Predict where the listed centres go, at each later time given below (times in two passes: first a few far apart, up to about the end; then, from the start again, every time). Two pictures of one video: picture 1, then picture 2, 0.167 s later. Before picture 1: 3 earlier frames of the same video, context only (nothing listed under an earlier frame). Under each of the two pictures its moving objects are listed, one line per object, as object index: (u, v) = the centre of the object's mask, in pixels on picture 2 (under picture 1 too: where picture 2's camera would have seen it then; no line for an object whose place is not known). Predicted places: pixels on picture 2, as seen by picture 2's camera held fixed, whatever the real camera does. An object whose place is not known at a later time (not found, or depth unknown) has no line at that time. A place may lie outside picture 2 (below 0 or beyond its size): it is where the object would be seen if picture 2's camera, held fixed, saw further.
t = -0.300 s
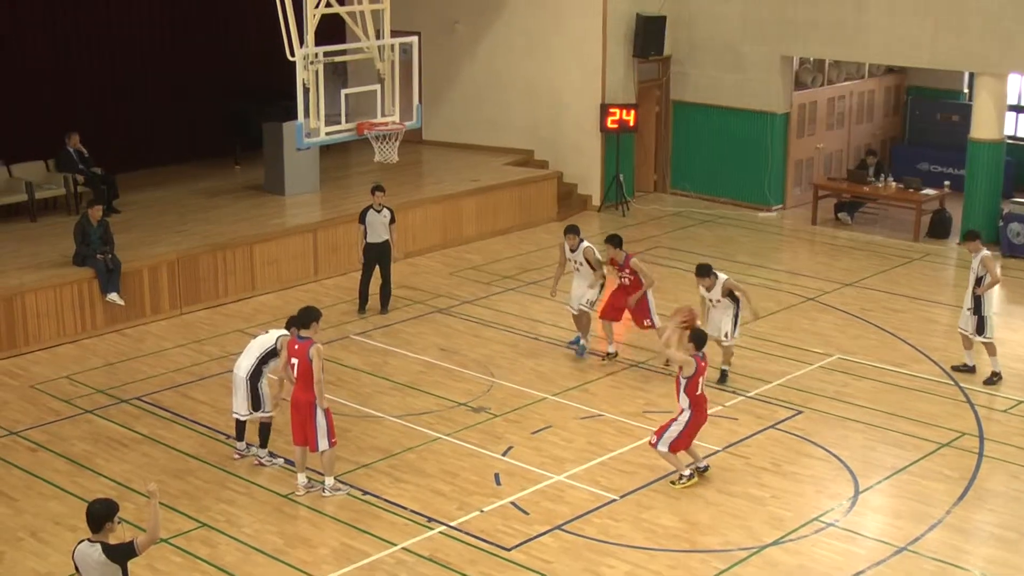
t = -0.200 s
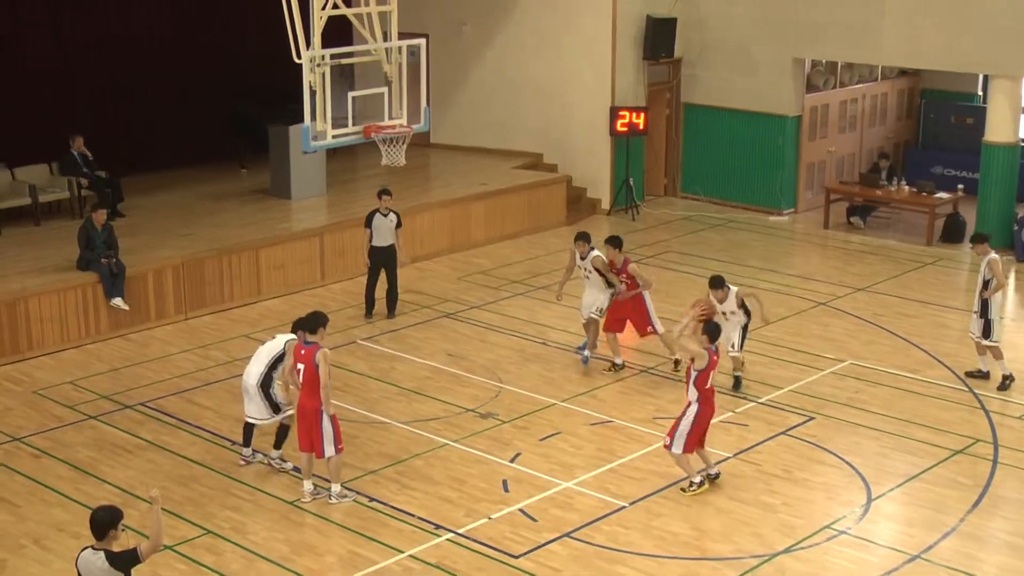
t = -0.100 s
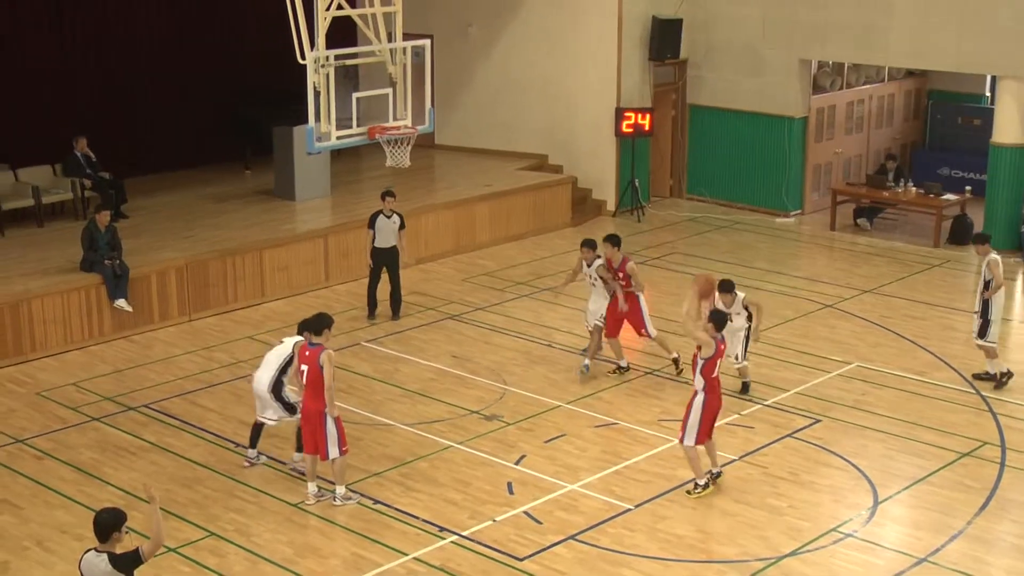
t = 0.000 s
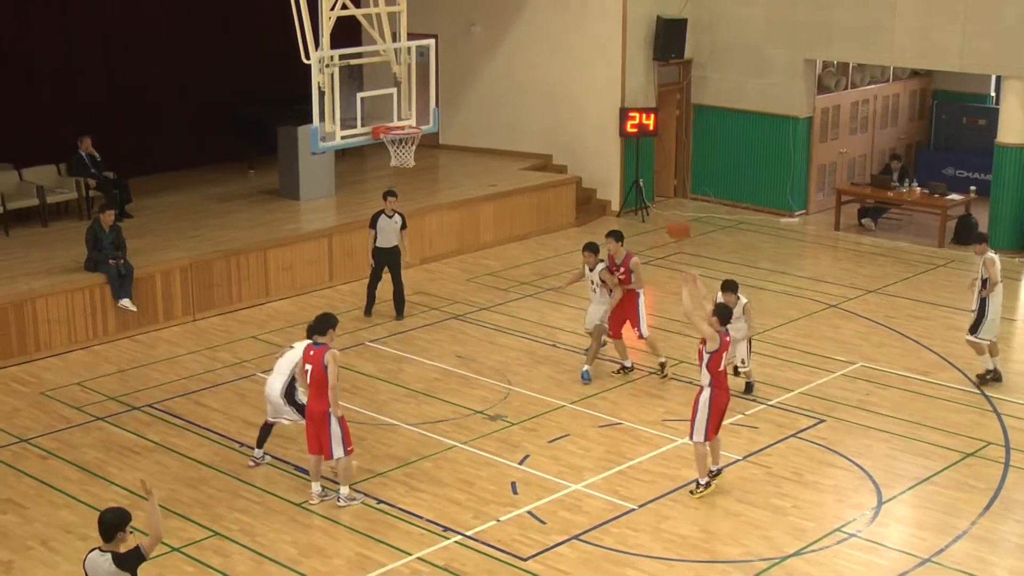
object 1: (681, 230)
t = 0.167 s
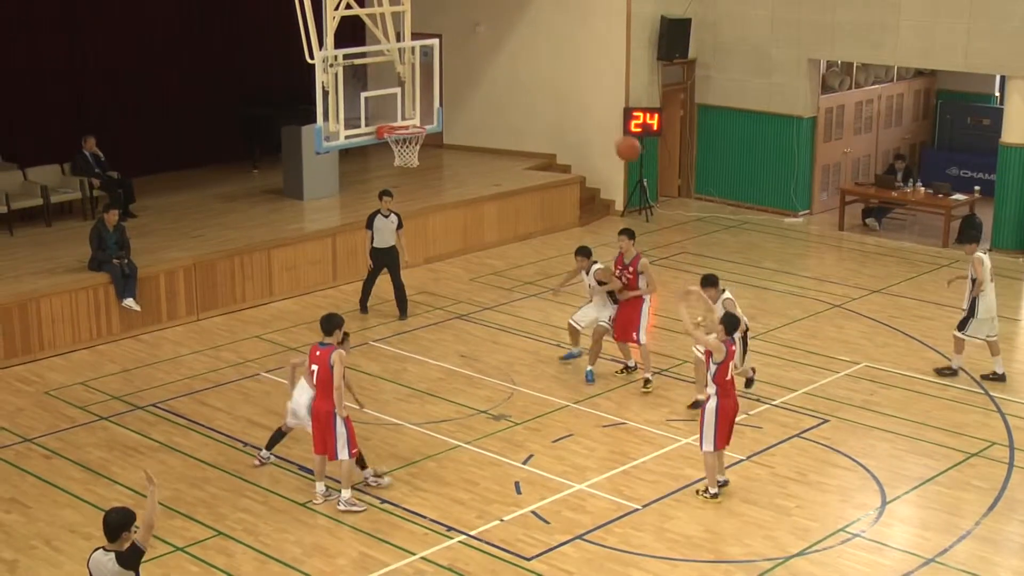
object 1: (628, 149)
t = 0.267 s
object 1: (596, 115)
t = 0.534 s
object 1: (517, 78)
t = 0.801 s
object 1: (446, 106)
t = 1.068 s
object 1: (458, 97)
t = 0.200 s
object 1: (617, 137)
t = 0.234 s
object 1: (606, 125)
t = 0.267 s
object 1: (596, 115)
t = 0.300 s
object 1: (585, 107)
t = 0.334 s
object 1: (575, 99)
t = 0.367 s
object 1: (566, 93)
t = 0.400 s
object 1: (556, 88)
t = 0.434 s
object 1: (545, 84)
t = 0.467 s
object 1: (536, 80)
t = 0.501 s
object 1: (526, 78)
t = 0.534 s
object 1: (517, 78)
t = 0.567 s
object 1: (508, 78)
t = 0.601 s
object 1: (499, 79)
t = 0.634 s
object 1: (490, 81)
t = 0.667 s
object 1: (481, 84)
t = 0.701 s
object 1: (473, 89)
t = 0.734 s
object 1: (464, 94)
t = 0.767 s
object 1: (455, 99)
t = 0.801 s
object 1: (446, 106)
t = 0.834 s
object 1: (439, 114)
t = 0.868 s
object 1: (431, 120)
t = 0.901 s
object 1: (435, 114)
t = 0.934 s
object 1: (439, 110)
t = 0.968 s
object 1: (446, 105)
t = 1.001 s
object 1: (450, 102)
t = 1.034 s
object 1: (454, 99)
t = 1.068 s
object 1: (458, 97)
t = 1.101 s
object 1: (463, 96)
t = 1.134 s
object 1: (468, 95)
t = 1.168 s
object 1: (473, 94)
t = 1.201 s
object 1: (477, 95)
